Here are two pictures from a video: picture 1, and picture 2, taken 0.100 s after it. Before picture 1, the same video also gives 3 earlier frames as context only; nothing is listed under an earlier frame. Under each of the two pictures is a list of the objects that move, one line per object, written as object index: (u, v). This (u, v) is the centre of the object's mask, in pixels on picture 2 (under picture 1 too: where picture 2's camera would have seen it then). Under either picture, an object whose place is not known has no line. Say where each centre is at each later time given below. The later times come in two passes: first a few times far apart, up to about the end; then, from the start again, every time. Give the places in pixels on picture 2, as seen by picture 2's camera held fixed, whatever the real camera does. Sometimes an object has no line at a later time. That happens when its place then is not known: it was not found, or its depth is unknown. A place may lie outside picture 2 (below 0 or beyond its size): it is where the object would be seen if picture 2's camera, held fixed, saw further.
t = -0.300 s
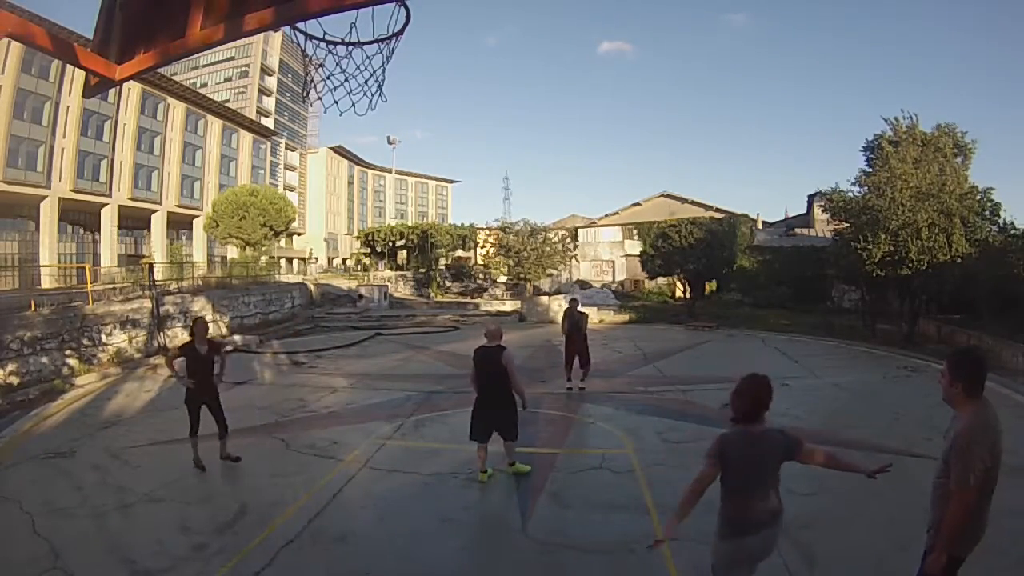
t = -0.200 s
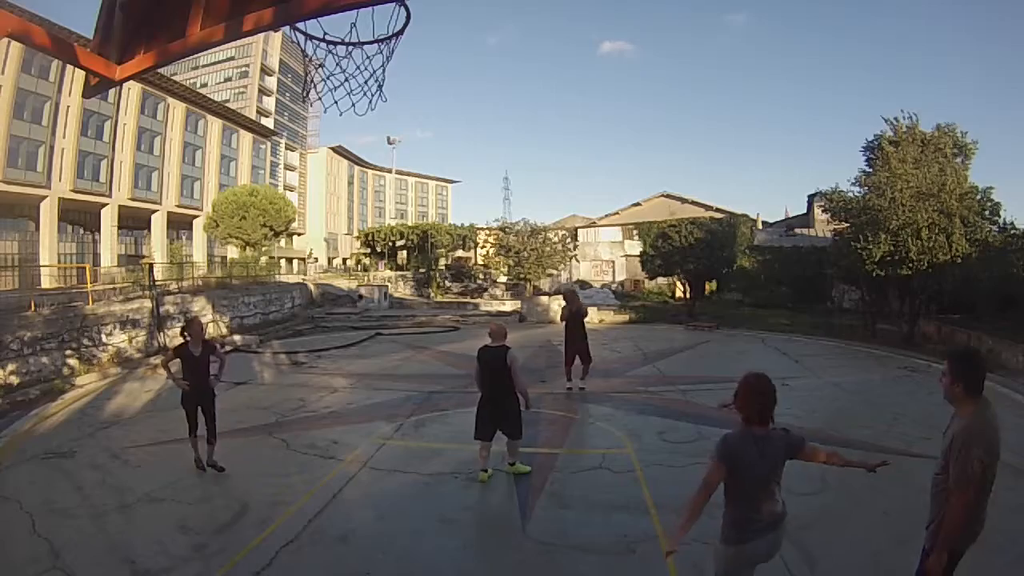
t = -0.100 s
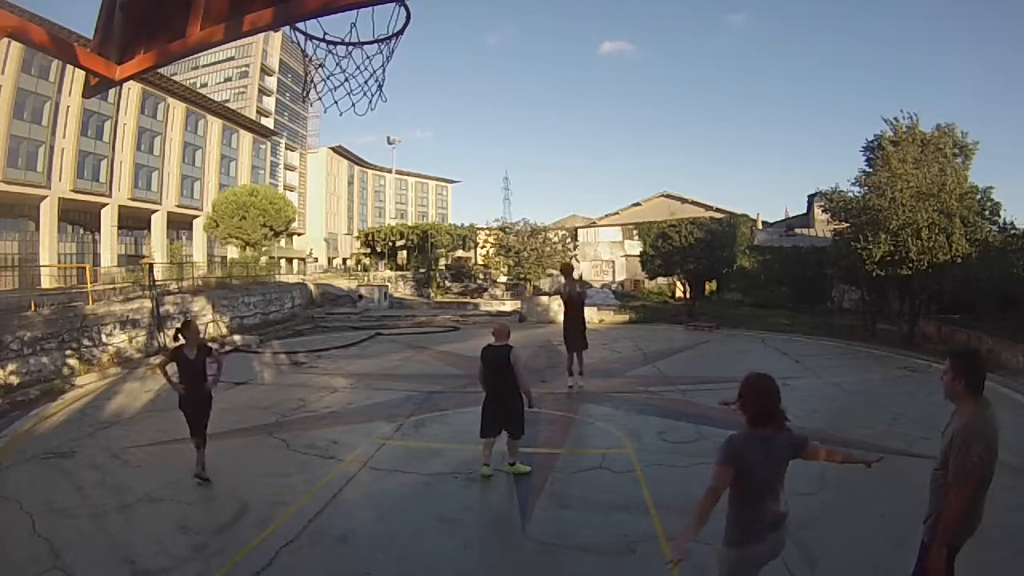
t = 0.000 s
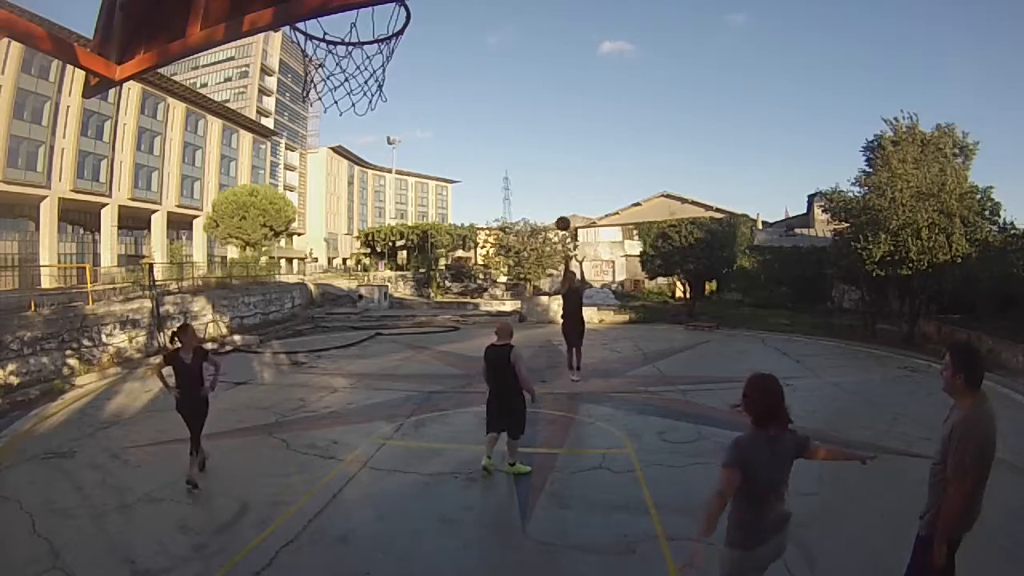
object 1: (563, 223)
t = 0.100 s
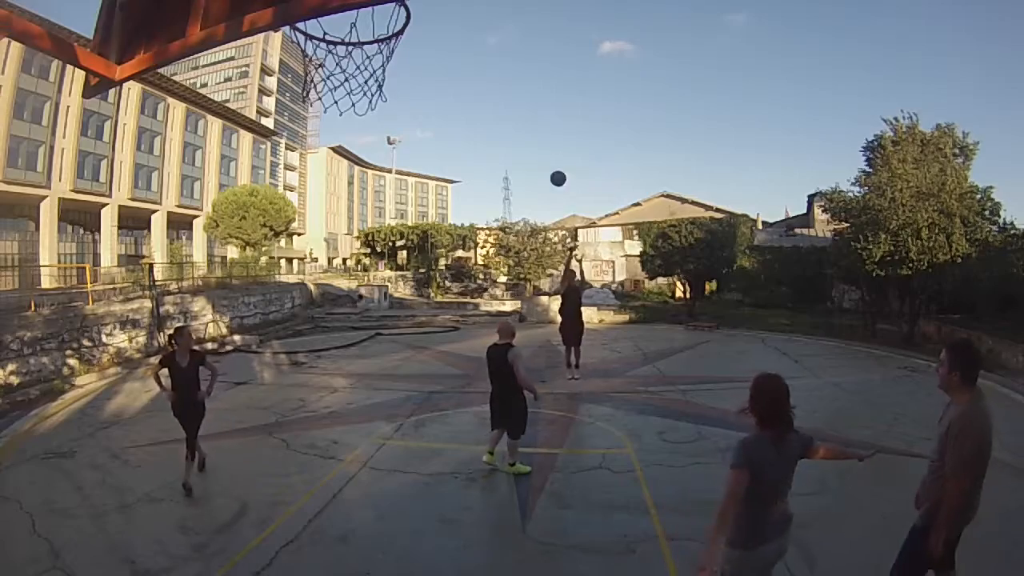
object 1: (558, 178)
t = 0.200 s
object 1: (552, 136)
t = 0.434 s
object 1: (538, 50)
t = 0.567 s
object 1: (528, 10)
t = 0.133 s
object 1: (556, 164)
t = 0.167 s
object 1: (554, 149)
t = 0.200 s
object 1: (552, 136)
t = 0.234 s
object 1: (550, 122)
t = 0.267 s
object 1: (548, 109)
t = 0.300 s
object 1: (546, 96)
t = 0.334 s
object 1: (544, 84)
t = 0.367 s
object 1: (542, 72)
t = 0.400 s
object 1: (540, 61)
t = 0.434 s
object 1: (538, 50)
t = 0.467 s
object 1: (535, 39)
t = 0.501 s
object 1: (533, 29)
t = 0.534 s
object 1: (530, 19)
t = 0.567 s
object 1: (528, 10)
